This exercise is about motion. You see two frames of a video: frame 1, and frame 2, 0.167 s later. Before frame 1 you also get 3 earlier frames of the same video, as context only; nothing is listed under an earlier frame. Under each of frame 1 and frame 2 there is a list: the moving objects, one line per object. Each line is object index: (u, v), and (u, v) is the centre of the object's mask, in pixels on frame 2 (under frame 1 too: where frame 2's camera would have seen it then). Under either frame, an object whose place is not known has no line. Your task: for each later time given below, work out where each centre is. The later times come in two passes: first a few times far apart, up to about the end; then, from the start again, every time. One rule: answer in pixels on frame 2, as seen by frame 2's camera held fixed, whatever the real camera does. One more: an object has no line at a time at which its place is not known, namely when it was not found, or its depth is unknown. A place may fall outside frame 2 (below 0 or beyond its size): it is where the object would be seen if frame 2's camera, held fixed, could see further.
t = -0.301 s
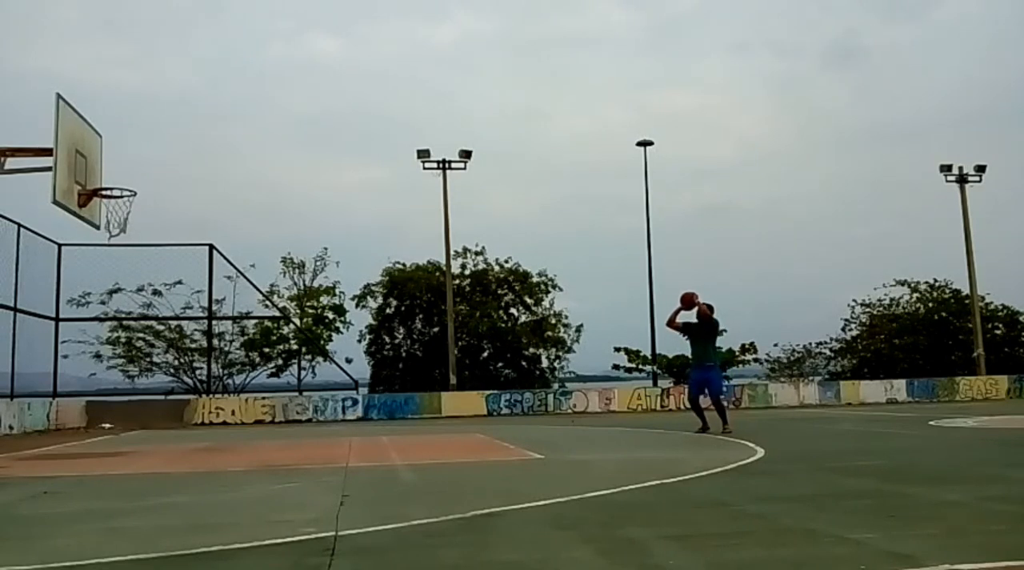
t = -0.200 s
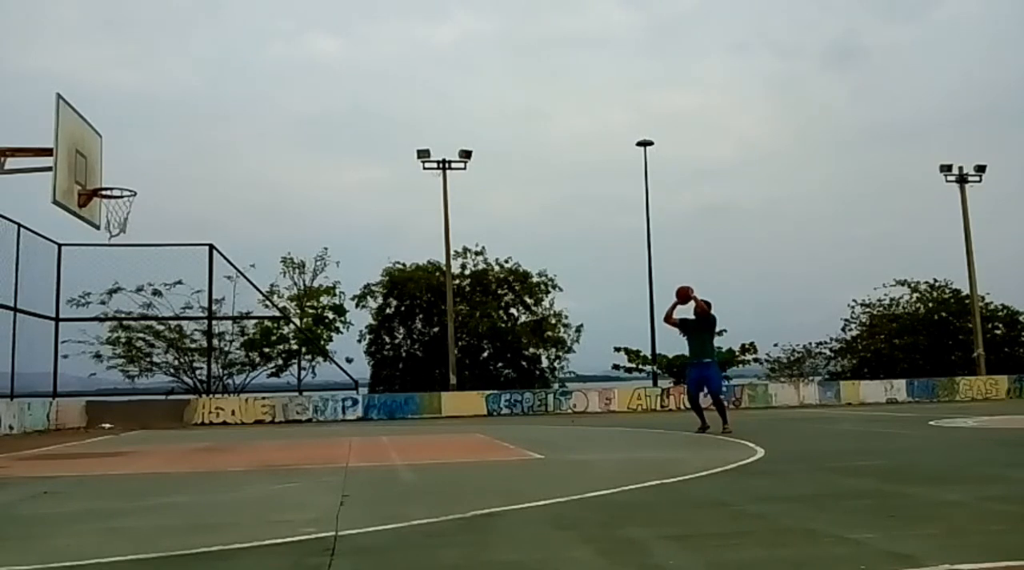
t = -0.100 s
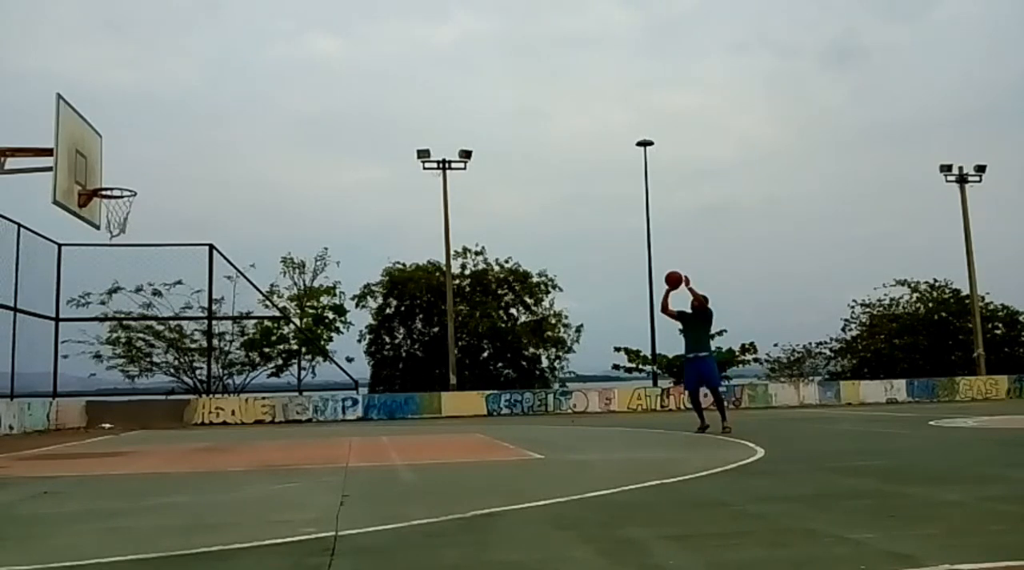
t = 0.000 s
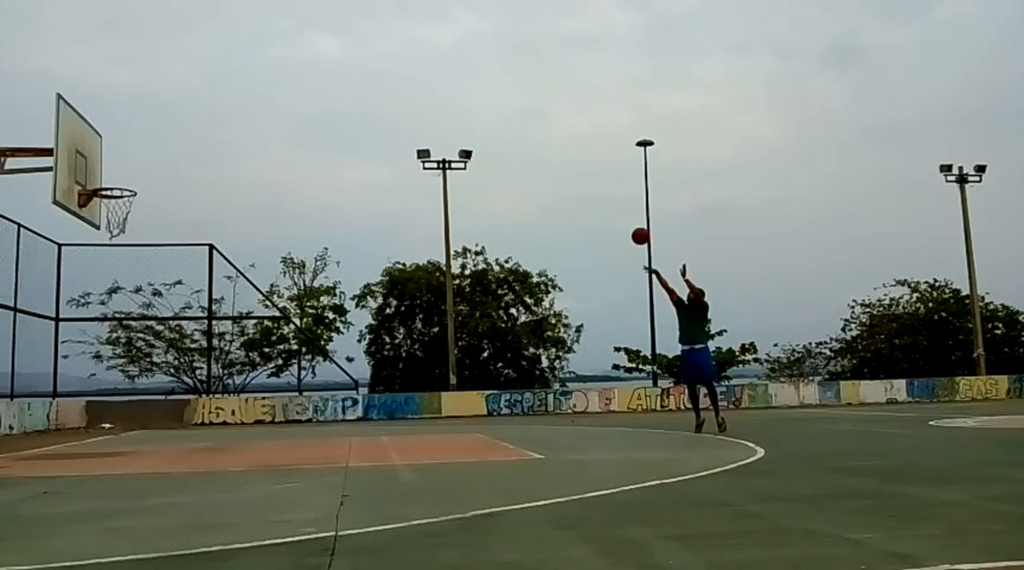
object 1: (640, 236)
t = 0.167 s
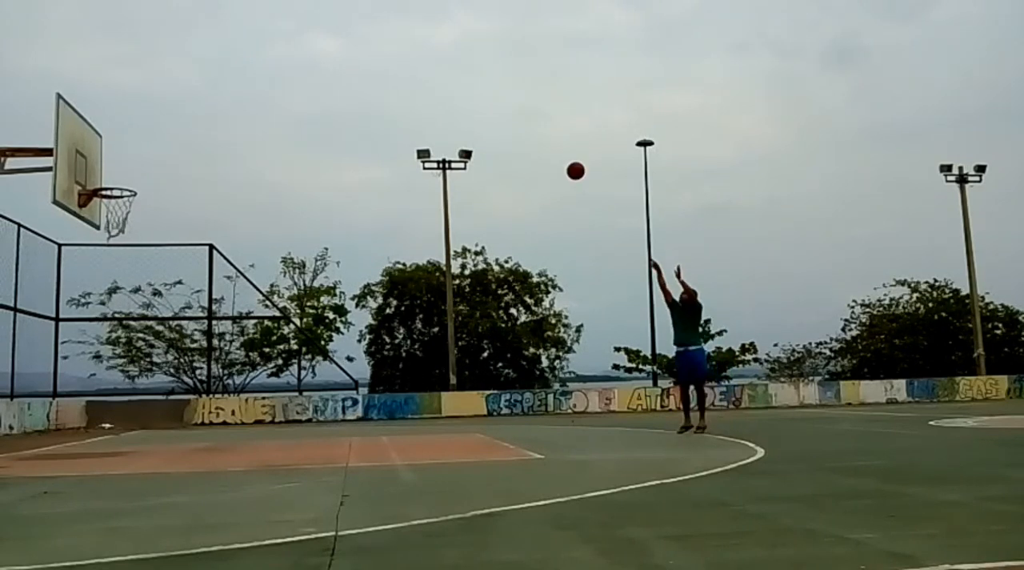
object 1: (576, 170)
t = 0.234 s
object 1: (549, 150)
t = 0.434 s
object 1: (470, 105)
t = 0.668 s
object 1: (374, 88)
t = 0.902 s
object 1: (273, 111)
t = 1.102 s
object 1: (181, 166)
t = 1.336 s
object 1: (85, 253)
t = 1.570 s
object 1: (8, 357)
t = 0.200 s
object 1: (562, 160)
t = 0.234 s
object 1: (549, 150)
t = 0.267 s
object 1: (536, 140)
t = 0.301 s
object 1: (523, 132)
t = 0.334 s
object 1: (510, 124)
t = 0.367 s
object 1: (497, 117)
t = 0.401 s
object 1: (483, 111)
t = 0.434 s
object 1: (470, 105)
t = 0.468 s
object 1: (456, 100)
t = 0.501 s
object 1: (443, 96)
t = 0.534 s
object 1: (429, 93)
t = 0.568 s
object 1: (415, 90)
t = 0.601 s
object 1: (402, 89)
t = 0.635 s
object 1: (388, 88)
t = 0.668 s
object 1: (374, 88)
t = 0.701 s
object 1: (360, 88)
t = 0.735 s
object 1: (345, 90)
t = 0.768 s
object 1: (331, 92)
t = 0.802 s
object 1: (317, 96)
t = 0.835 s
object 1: (302, 100)
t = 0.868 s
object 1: (288, 105)
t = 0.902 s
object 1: (273, 111)
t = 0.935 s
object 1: (258, 118)
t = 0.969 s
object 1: (243, 125)
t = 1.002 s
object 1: (228, 134)
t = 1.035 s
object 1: (212, 143)
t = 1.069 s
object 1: (197, 154)
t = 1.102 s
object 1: (181, 166)
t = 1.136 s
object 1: (165, 178)
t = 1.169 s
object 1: (149, 192)
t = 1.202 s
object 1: (134, 207)
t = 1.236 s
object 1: (119, 222)
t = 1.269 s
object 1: (107, 232)
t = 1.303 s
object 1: (96, 242)
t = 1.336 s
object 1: (85, 253)
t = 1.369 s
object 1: (75, 265)
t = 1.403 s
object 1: (63, 277)
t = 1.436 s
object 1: (52, 291)
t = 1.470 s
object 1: (40, 306)
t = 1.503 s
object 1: (28, 322)
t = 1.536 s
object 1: (17, 339)
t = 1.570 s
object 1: (8, 357)
